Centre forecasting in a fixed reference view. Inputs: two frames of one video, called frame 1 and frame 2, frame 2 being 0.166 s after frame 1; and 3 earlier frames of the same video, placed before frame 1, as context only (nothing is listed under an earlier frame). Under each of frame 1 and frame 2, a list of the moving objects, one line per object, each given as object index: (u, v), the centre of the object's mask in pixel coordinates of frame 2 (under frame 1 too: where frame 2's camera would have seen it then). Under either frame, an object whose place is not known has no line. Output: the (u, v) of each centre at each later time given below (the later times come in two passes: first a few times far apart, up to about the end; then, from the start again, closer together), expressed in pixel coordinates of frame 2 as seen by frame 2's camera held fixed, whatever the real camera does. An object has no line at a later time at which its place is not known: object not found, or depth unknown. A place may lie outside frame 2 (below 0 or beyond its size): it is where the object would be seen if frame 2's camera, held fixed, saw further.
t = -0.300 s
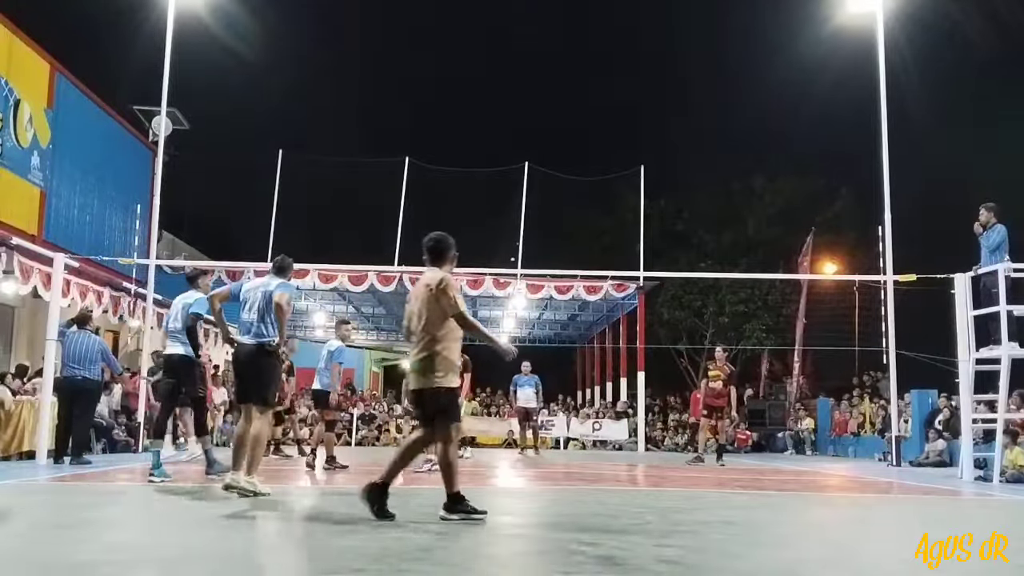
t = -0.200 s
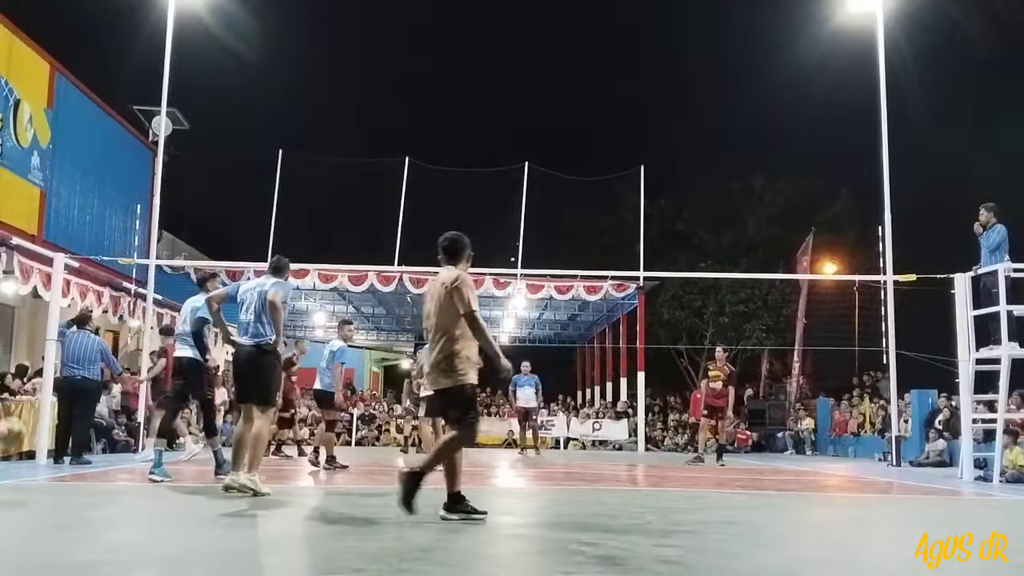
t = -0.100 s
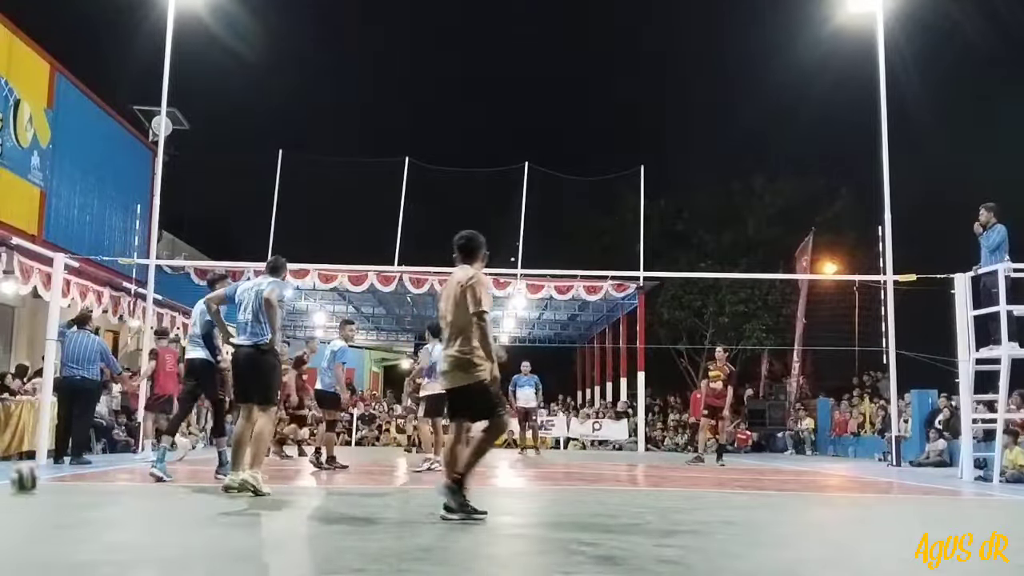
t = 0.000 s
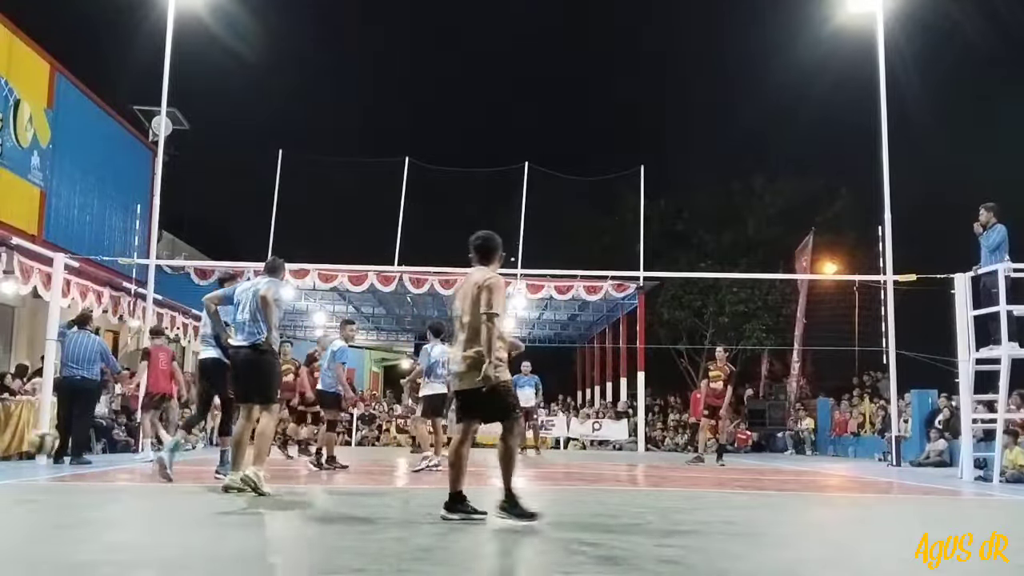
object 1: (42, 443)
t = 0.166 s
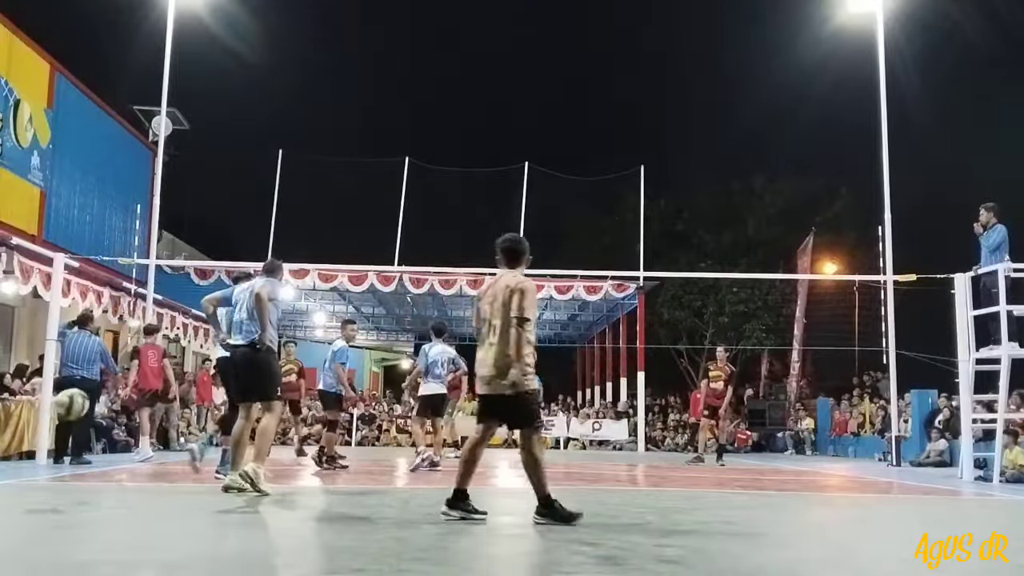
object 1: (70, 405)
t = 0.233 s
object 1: (82, 400)
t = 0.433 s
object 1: (117, 428)
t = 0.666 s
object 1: (163, 468)
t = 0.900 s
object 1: (224, 427)
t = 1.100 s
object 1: (286, 486)
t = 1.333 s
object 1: (377, 476)
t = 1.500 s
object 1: (458, 480)
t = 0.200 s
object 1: (76, 402)
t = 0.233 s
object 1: (82, 400)
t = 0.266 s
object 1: (89, 400)
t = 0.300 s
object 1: (93, 401)
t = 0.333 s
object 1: (100, 405)
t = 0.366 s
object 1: (106, 411)
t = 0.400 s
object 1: (109, 417)
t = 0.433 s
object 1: (117, 428)
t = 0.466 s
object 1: (122, 437)
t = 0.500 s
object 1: (128, 451)
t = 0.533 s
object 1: (134, 471)
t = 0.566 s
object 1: (141, 488)
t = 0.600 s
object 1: (147, 498)
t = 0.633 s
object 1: (156, 484)
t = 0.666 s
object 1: (163, 468)
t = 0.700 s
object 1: (172, 457)
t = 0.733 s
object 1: (181, 446)
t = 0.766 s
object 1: (187, 439)
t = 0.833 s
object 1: (207, 429)
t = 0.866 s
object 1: (215, 427)
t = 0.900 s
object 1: (224, 427)
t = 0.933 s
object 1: (235, 430)
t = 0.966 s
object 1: (243, 435)
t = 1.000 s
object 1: (253, 444)
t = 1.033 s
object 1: (263, 452)
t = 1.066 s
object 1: (273, 467)
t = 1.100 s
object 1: (286, 486)
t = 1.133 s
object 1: (295, 506)
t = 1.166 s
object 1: (307, 533)
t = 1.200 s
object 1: (321, 526)
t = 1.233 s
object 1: (334, 508)
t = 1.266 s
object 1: (349, 495)
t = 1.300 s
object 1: (362, 485)
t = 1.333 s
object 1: (377, 476)
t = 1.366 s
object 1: (392, 470)
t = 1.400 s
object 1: (408, 467)
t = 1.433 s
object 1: (424, 468)
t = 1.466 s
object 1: (440, 473)
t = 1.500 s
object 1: (458, 480)
